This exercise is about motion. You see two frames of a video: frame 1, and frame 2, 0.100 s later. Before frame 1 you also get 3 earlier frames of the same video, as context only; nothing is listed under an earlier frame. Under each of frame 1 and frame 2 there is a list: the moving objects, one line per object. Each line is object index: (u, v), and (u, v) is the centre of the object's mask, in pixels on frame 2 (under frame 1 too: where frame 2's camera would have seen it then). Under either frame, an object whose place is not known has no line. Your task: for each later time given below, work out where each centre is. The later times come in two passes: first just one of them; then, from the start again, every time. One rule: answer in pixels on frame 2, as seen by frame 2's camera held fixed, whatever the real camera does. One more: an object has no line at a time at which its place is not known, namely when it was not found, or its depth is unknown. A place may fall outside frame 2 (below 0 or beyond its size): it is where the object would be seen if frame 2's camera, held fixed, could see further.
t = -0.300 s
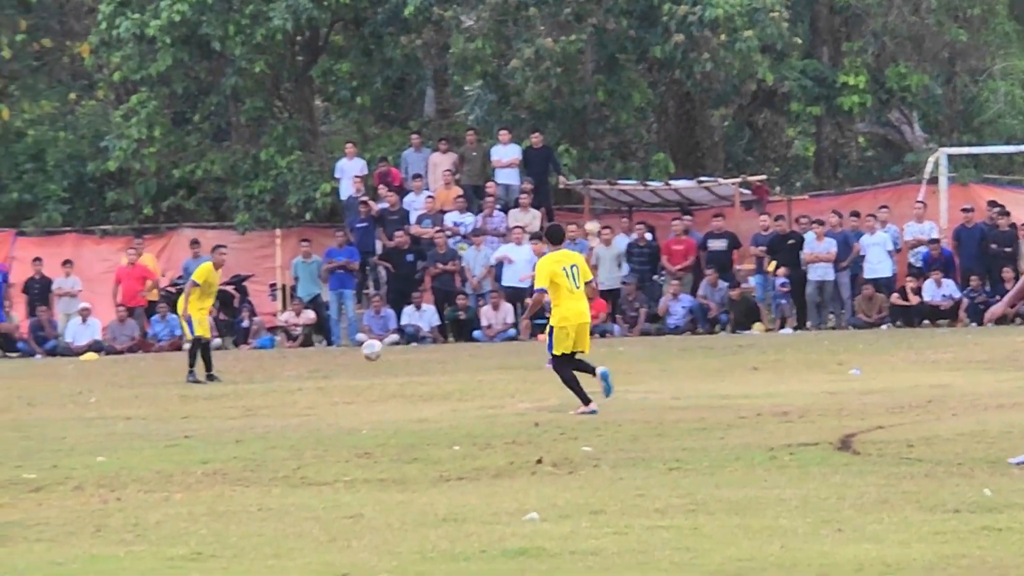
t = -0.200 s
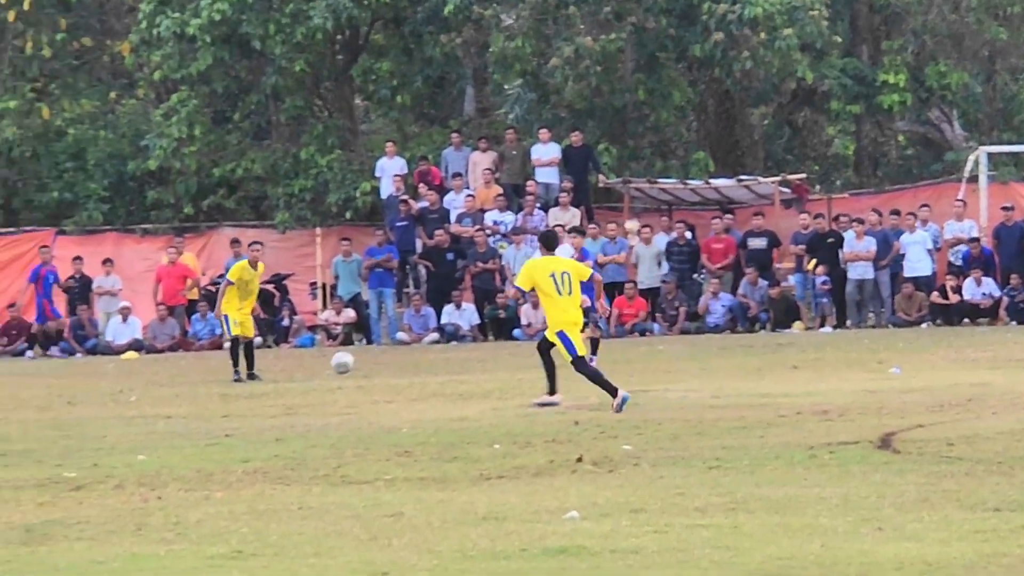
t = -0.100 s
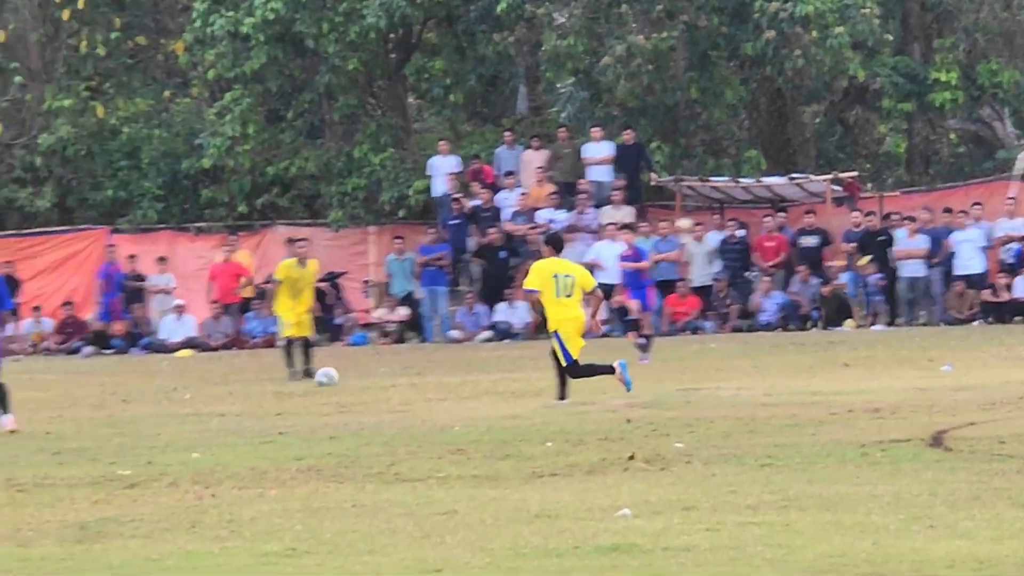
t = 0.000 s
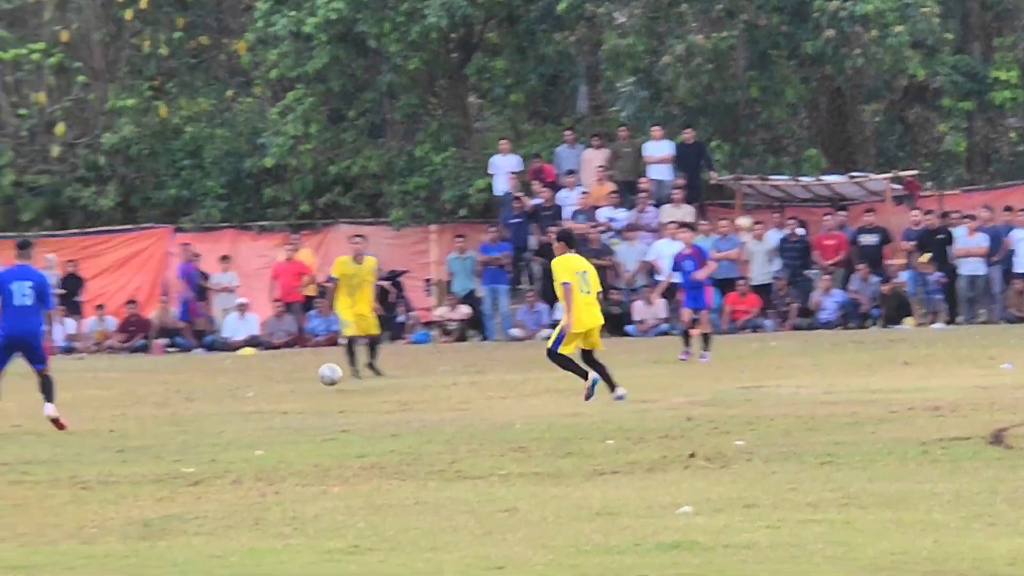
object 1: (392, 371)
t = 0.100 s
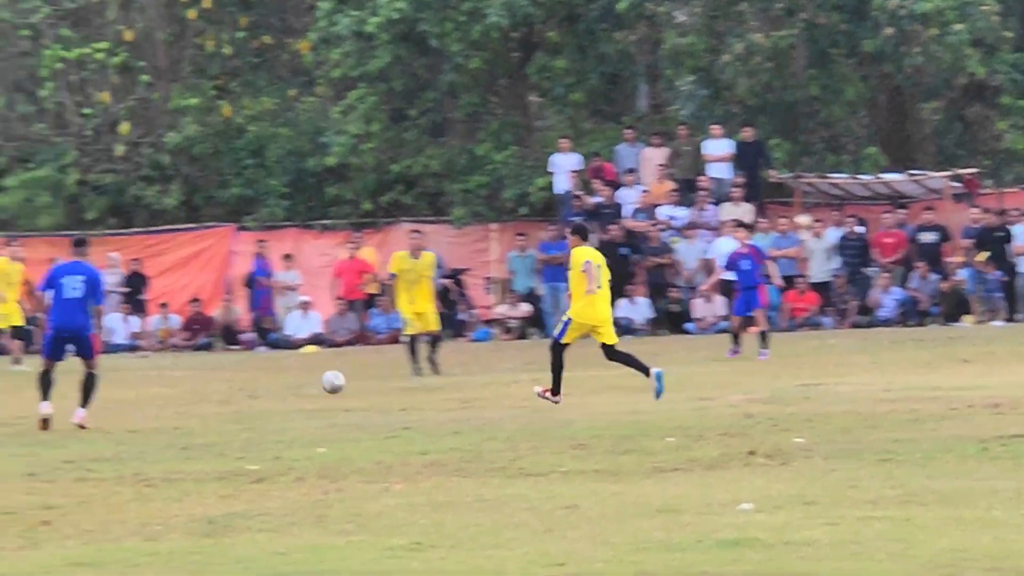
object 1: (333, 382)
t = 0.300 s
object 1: (224, 393)
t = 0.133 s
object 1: (312, 388)
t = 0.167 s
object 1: (294, 389)
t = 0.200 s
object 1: (276, 388)
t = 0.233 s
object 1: (259, 388)
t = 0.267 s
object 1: (242, 390)
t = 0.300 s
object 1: (224, 393)
